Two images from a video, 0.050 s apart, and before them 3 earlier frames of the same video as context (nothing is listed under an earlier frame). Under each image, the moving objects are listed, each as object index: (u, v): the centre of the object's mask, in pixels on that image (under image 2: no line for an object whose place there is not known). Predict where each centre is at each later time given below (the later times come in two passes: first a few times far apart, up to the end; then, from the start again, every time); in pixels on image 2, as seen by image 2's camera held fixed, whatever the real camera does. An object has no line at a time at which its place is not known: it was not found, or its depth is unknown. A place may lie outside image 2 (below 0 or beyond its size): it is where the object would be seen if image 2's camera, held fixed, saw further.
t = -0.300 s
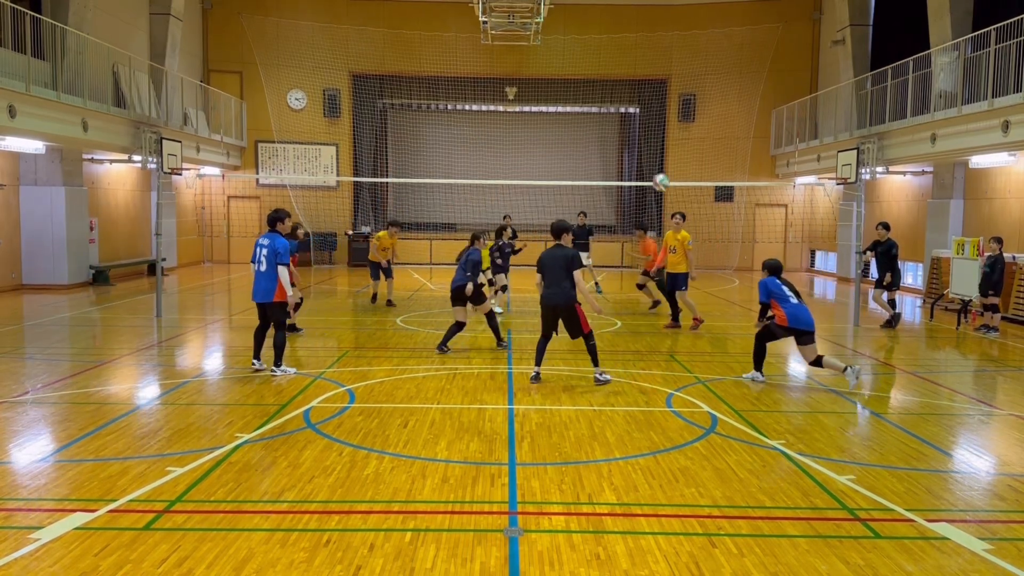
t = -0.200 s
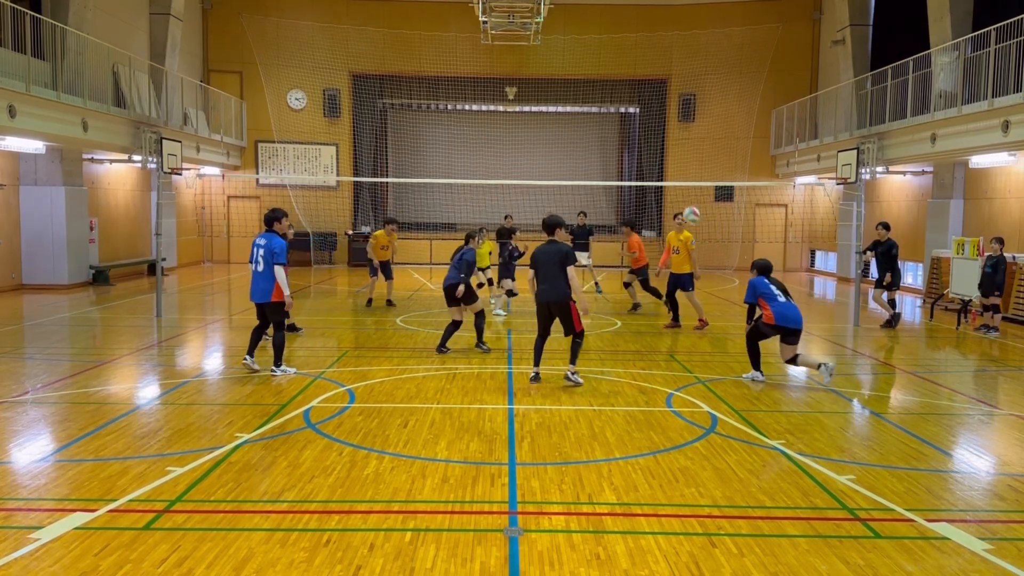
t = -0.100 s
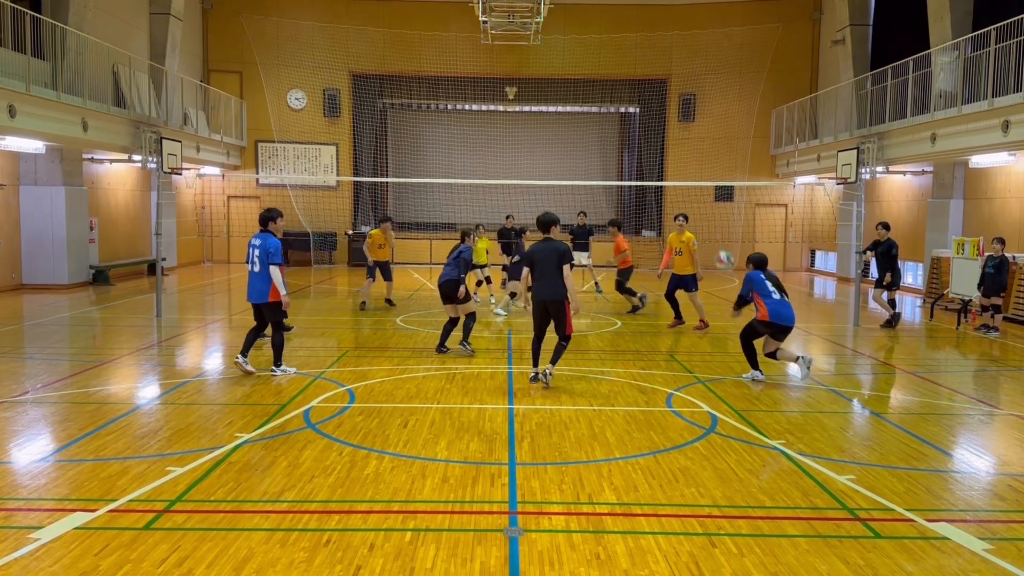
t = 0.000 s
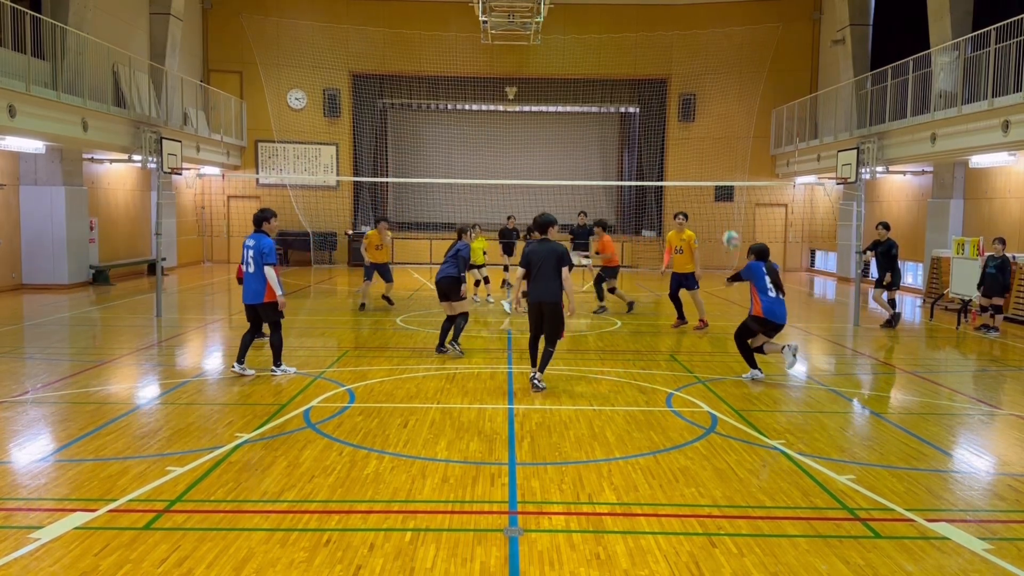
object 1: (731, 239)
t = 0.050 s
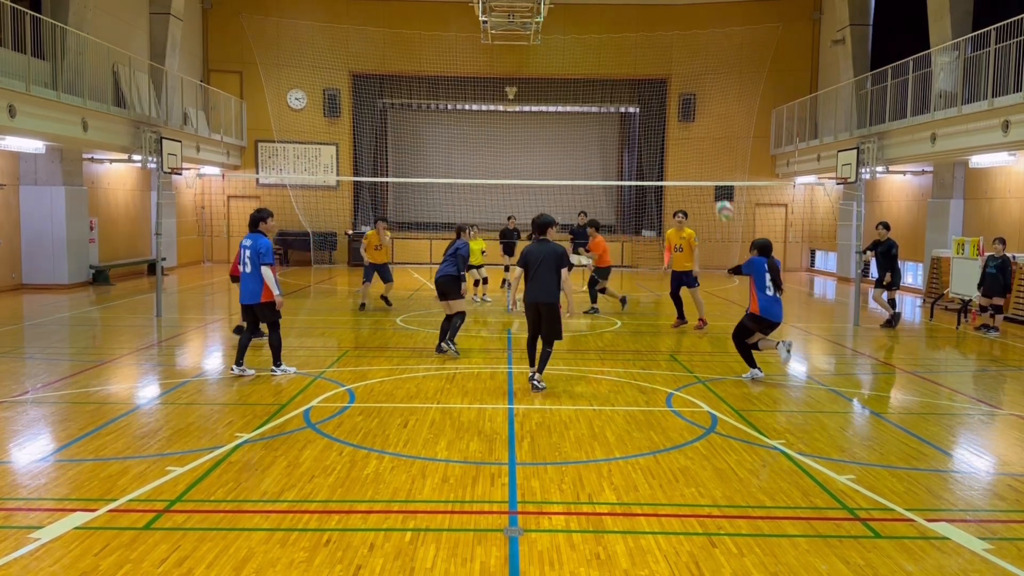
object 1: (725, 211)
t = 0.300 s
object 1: (692, 103)
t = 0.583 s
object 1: (657, 58)
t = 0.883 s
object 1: (623, 82)
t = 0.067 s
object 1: (722, 200)
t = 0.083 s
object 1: (720, 193)
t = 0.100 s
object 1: (717, 183)
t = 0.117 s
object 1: (715, 173)
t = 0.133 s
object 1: (713, 166)
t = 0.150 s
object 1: (711, 158)
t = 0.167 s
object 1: (709, 151)
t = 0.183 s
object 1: (707, 144)
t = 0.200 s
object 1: (705, 137)
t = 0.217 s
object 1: (702, 130)
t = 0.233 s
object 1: (701, 125)
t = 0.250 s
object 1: (698, 119)
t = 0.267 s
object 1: (696, 113)
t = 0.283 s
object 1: (694, 108)
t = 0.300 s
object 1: (692, 103)
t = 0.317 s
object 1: (690, 98)
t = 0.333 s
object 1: (688, 94)
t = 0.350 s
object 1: (686, 90)
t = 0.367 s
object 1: (684, 85)
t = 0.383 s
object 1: (682, 82)
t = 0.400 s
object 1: (679, 79)
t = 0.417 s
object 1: (677, 75)
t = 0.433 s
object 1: (675, 73)
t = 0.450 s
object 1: (673, 70)
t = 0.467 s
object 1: (671, 68)
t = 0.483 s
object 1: (669, 66)
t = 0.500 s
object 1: (667, 64)
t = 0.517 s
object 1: (665, 62)
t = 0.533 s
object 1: (663, 61)
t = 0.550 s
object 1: (661, 60)
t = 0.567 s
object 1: (659, 59)
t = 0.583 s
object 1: (657, 58)
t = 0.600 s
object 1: (655, 58)
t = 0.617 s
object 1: (653, 57)
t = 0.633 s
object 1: (651, 57)
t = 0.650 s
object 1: (649, 58)
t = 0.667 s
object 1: (647, 58)
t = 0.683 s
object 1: (645, 59)
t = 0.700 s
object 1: (643, 60)
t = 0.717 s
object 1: (641, 61)
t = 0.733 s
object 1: (639, 62)
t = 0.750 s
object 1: (638, 64)
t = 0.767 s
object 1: (636, 65)
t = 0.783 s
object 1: (634, 67)
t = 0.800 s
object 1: (632, 69)
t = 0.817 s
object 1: (630, 72)
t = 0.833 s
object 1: (628, 74)
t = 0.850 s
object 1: (627, 76)
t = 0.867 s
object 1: (625, 79)
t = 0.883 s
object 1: (623, 82)
